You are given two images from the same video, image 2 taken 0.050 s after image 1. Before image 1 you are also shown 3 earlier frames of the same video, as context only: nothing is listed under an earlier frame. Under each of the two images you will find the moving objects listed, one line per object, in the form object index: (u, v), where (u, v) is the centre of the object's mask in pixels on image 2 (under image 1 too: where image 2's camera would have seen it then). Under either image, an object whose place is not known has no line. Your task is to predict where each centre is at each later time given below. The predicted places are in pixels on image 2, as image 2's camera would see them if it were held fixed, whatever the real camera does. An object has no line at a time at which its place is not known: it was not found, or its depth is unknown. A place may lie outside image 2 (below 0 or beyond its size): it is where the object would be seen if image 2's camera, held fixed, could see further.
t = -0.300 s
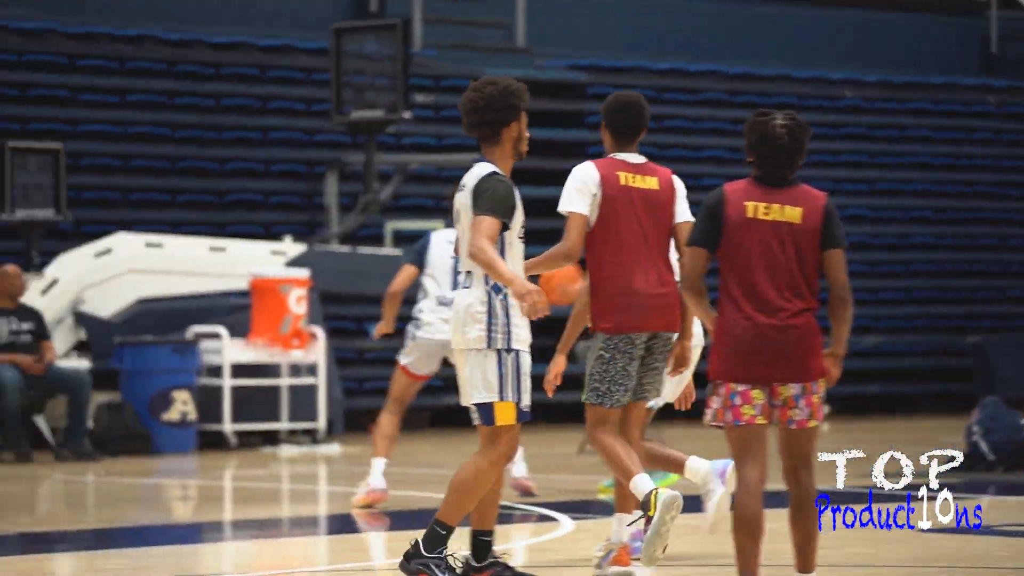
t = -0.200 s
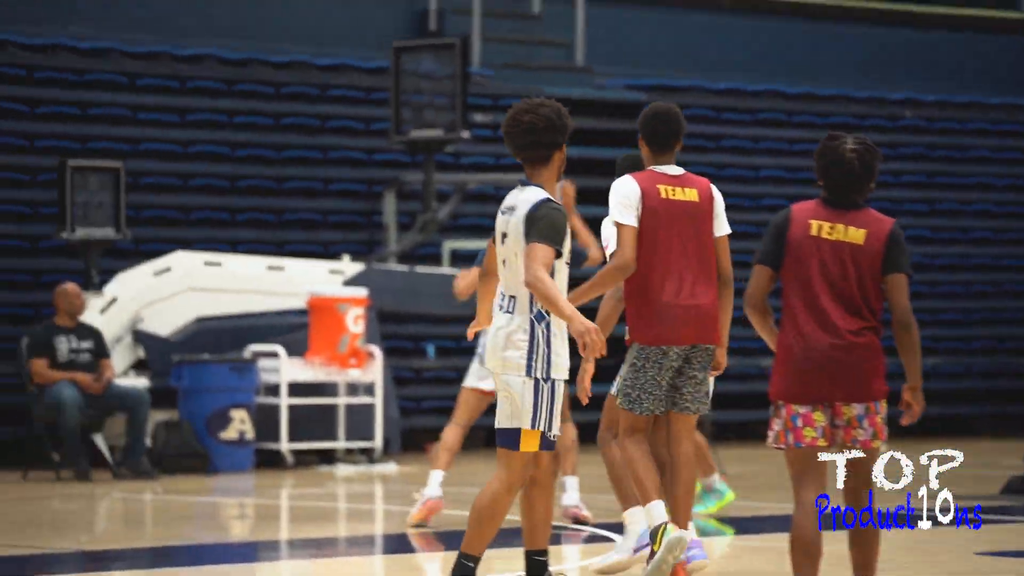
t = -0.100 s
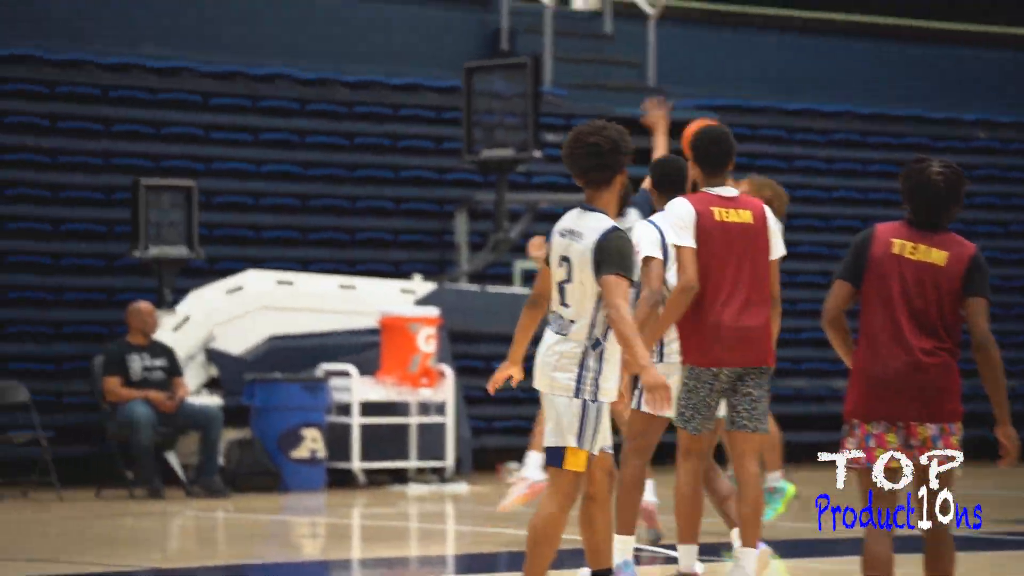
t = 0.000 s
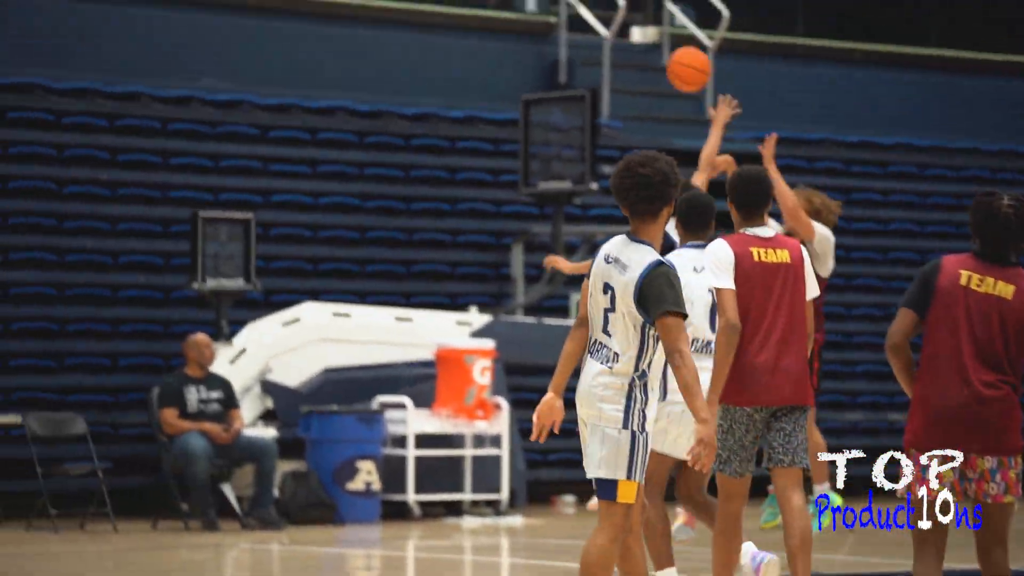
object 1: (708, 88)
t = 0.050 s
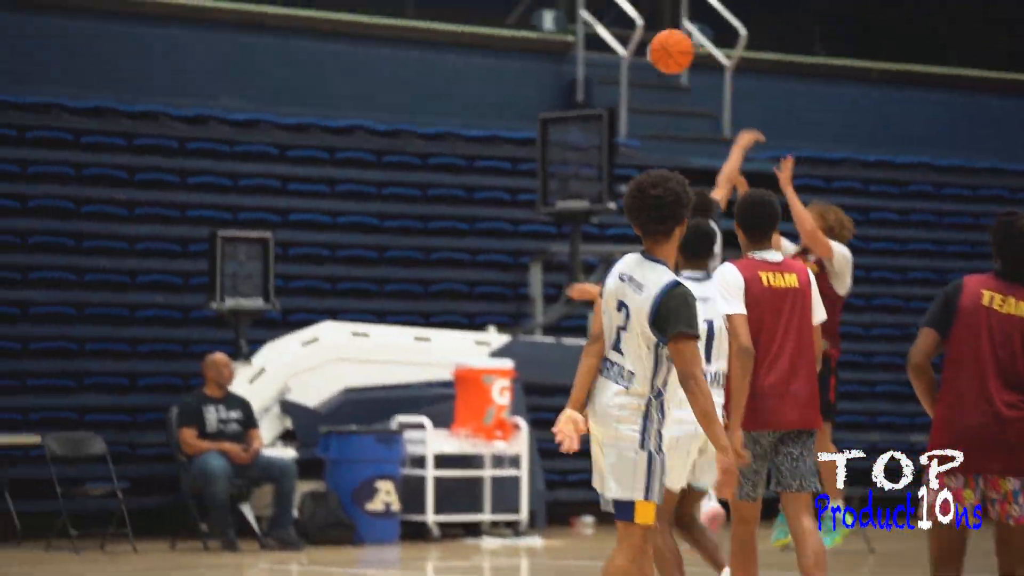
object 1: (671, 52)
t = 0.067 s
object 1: (660, 40)
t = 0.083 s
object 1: (647, 29)
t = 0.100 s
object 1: (635, 18)
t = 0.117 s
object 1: (623, 8)
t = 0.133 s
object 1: (611, -1)
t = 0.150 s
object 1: (600, -10)
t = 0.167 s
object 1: (588, -18)
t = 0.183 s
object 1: (577, -26)
